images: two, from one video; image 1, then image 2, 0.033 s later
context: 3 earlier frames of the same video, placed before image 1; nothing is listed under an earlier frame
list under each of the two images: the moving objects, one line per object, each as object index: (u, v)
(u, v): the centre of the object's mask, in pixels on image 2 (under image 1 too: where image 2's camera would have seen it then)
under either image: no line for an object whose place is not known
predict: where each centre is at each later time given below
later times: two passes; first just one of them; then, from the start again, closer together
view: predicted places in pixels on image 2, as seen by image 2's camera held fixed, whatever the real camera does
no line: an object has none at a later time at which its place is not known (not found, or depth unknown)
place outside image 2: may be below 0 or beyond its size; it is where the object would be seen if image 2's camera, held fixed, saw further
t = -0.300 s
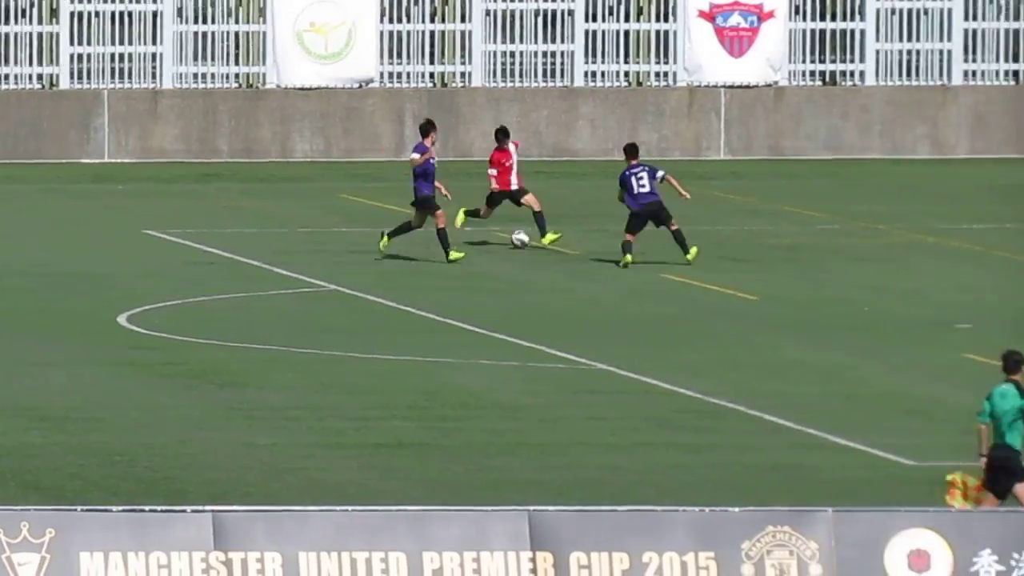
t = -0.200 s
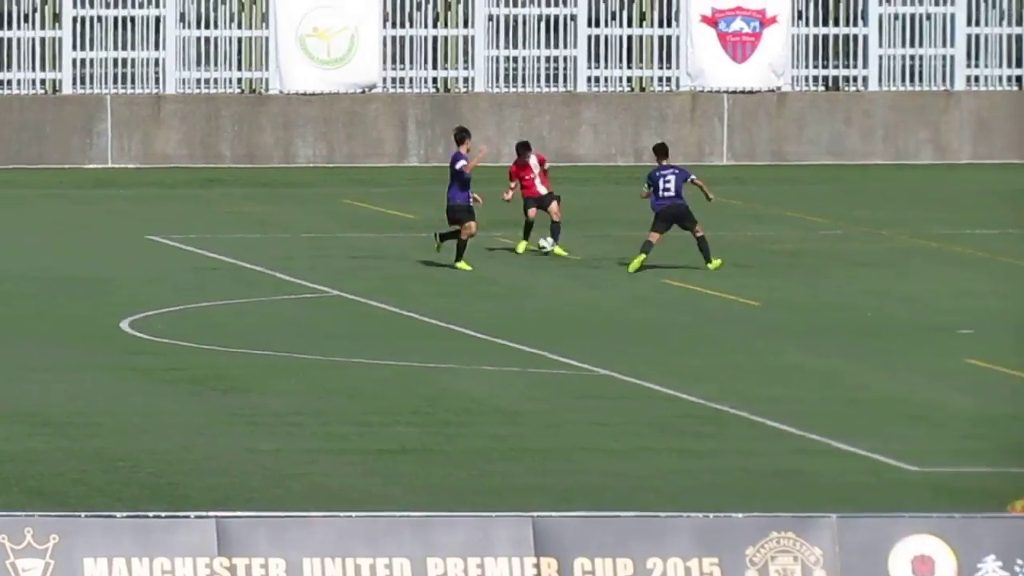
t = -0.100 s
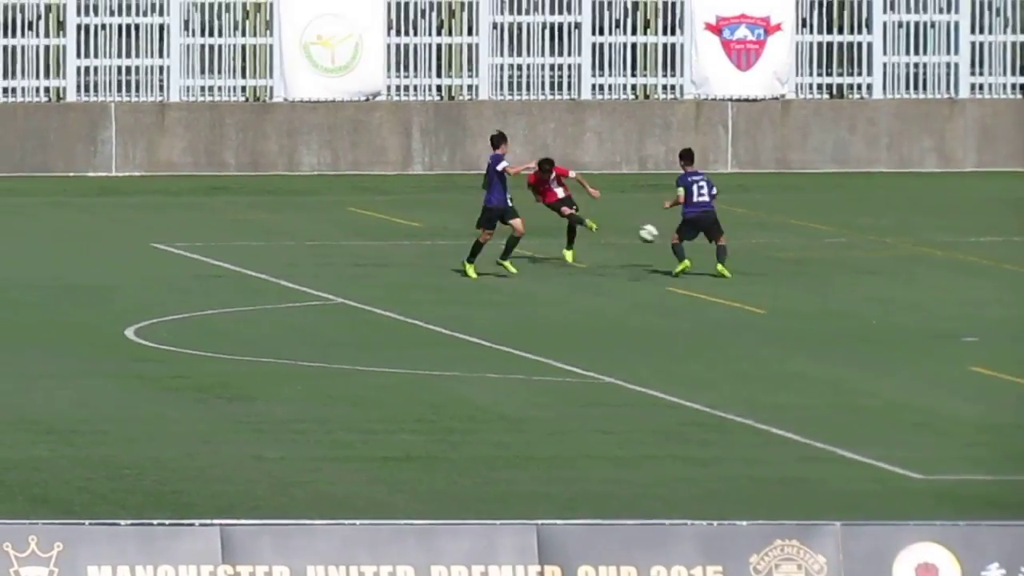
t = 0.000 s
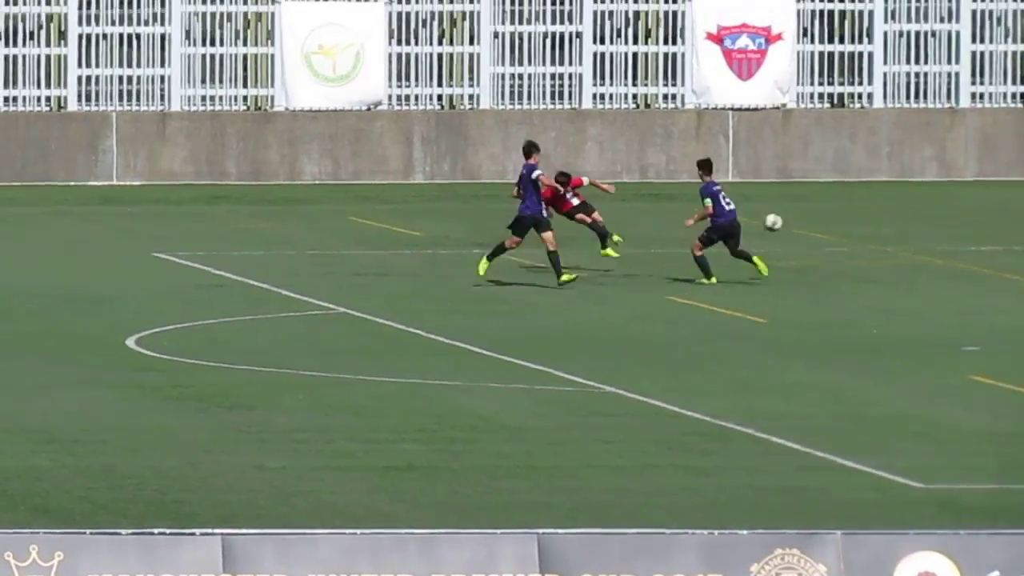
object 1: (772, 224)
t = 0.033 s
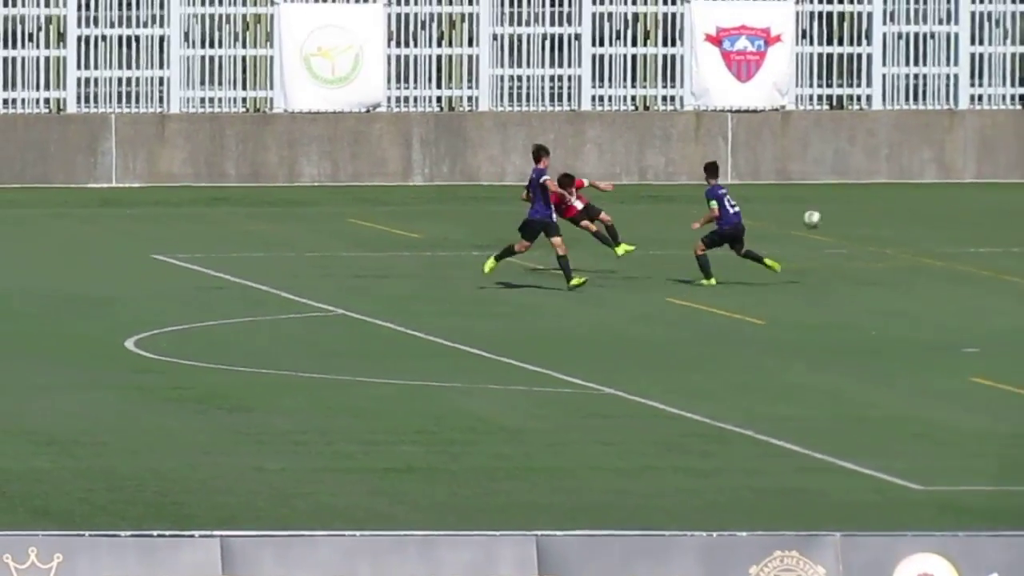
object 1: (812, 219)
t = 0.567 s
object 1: (1520, 278)
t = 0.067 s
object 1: (854, 215)
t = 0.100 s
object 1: (896, 212)
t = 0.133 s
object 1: (937, 210)
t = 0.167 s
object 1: (979, 209)
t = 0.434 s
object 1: (1328, 236)
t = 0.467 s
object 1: (1377, 245)
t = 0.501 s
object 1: (1423, 254)
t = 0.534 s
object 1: (1472, 265)
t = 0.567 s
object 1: (1520, 278)
